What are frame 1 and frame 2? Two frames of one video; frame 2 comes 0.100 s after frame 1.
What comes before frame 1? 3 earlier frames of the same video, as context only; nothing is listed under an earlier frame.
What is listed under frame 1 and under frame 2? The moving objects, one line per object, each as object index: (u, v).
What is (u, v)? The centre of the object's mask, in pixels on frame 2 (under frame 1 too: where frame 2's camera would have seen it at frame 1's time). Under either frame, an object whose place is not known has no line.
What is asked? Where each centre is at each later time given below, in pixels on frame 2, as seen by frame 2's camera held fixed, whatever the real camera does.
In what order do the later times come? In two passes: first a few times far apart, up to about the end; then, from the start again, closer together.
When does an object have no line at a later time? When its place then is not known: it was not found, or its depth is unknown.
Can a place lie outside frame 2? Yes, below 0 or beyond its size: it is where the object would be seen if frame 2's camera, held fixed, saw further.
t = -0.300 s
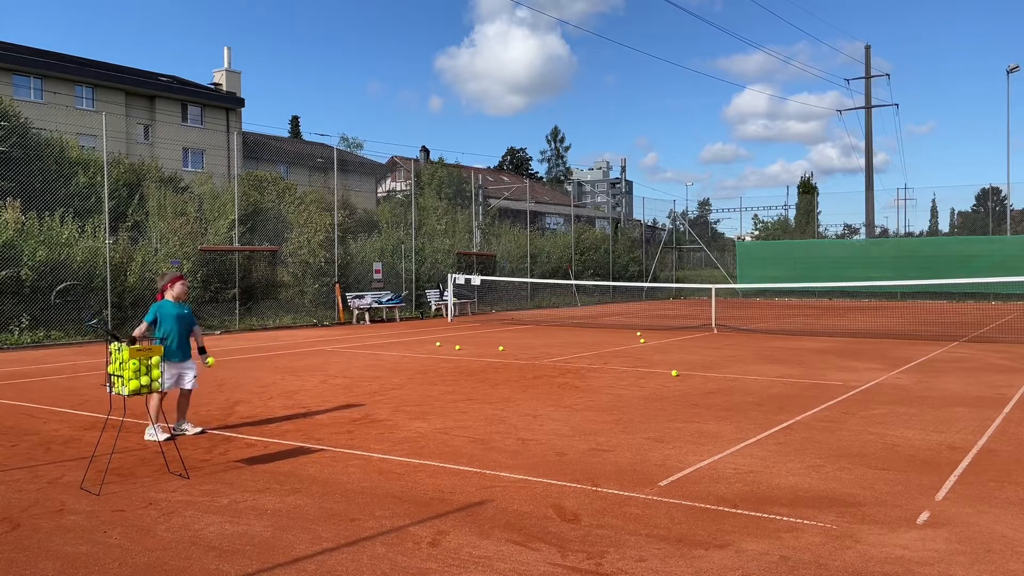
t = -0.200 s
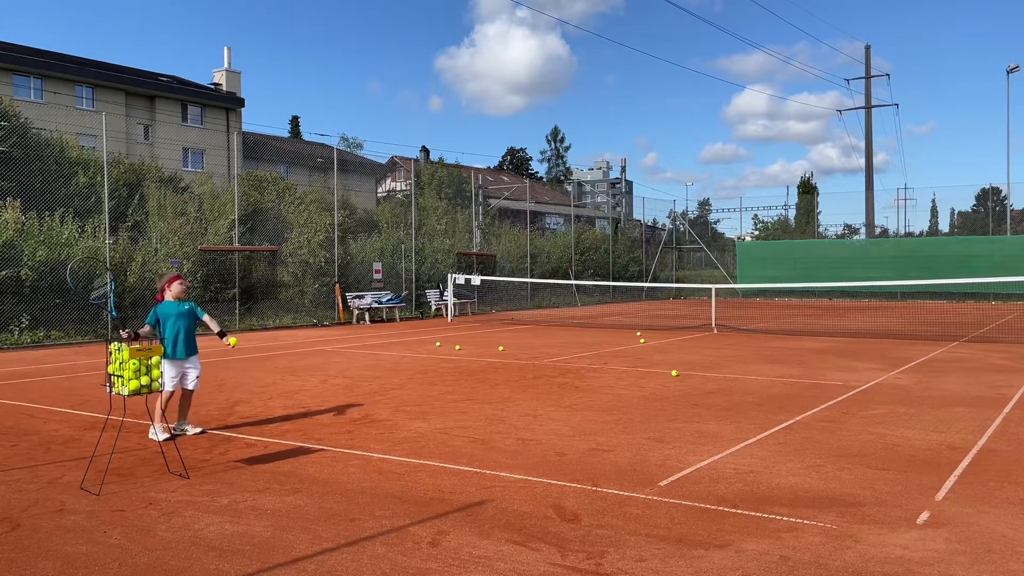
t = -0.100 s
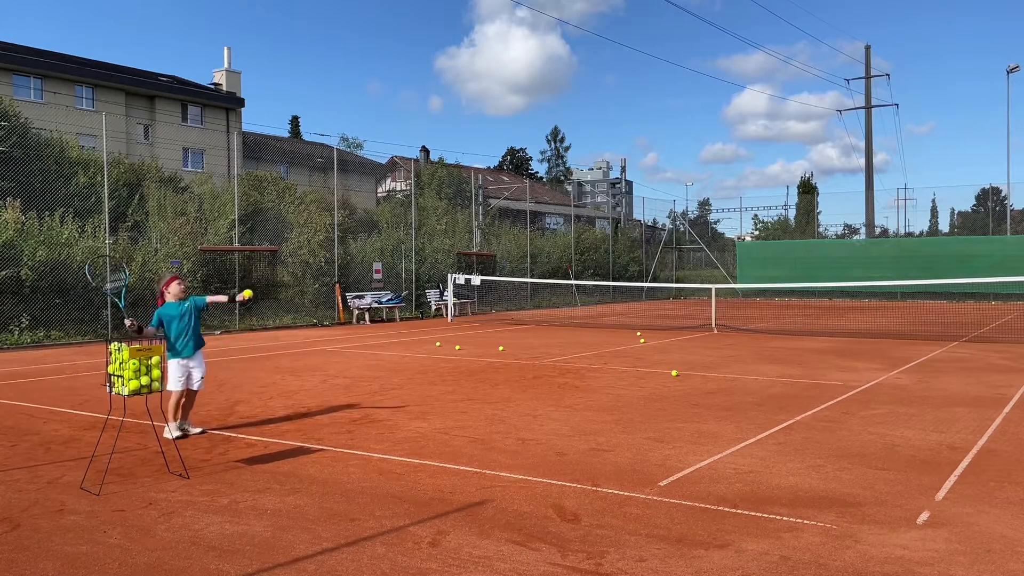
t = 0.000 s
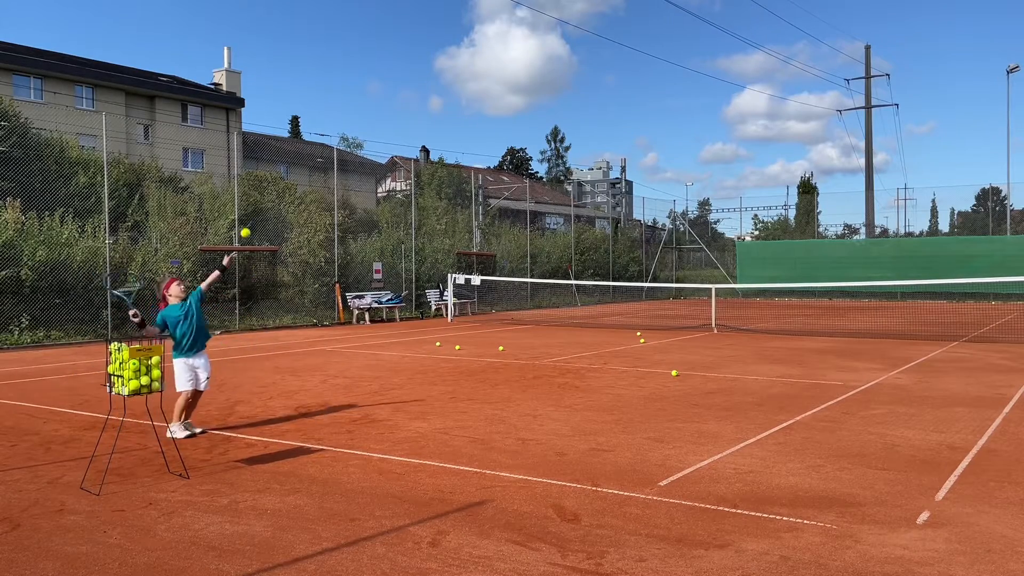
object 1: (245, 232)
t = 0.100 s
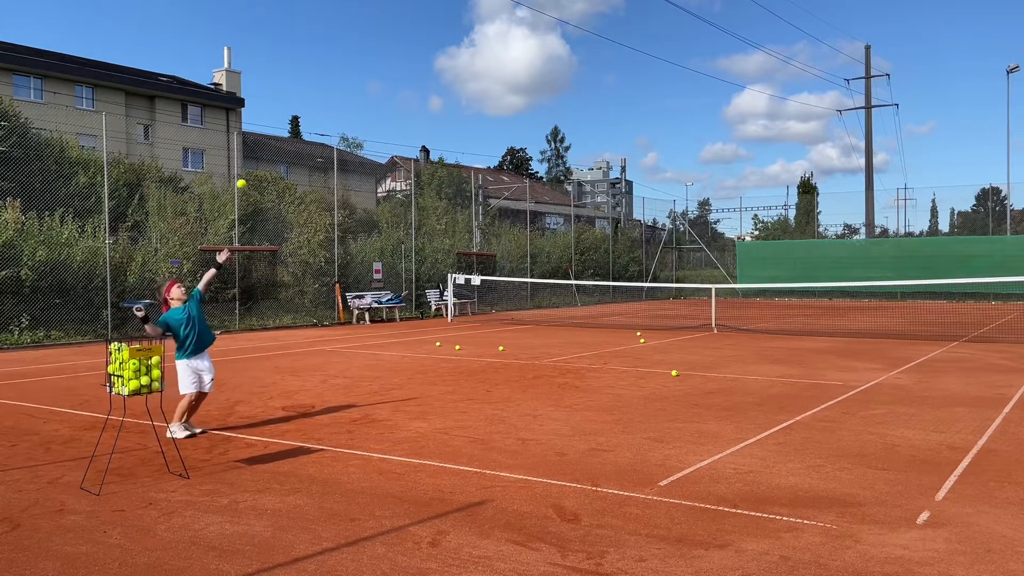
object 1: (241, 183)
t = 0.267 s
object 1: (235, 130)
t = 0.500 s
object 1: (228, 119)
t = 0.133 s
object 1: (240, 170)
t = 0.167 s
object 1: (239, 158)
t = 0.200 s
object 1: (238, 147)
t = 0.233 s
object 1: (237, 138)
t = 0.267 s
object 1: (235, 130)
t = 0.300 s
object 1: (234, 125)
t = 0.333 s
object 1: (233, 120)
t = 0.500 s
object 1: (228, 119)
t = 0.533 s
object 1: (227, 122)
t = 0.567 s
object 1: (226, 127)
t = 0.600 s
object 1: (226, 134)
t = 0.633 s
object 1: (225, 142)
